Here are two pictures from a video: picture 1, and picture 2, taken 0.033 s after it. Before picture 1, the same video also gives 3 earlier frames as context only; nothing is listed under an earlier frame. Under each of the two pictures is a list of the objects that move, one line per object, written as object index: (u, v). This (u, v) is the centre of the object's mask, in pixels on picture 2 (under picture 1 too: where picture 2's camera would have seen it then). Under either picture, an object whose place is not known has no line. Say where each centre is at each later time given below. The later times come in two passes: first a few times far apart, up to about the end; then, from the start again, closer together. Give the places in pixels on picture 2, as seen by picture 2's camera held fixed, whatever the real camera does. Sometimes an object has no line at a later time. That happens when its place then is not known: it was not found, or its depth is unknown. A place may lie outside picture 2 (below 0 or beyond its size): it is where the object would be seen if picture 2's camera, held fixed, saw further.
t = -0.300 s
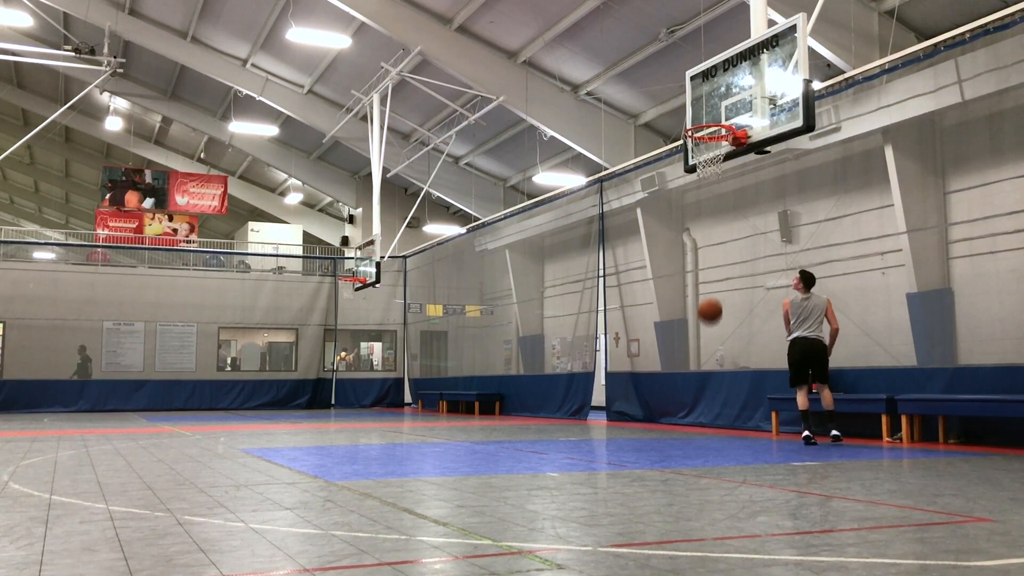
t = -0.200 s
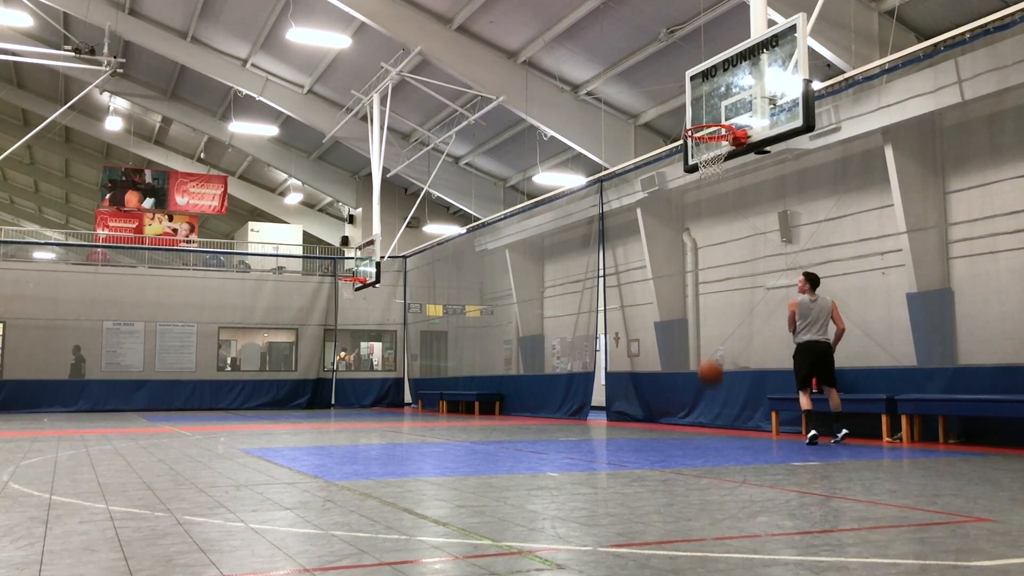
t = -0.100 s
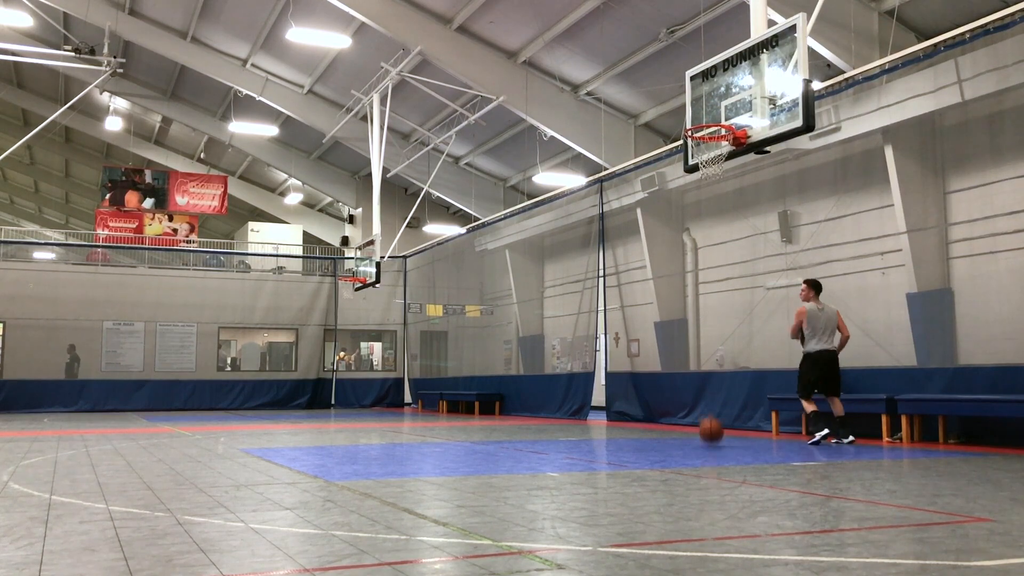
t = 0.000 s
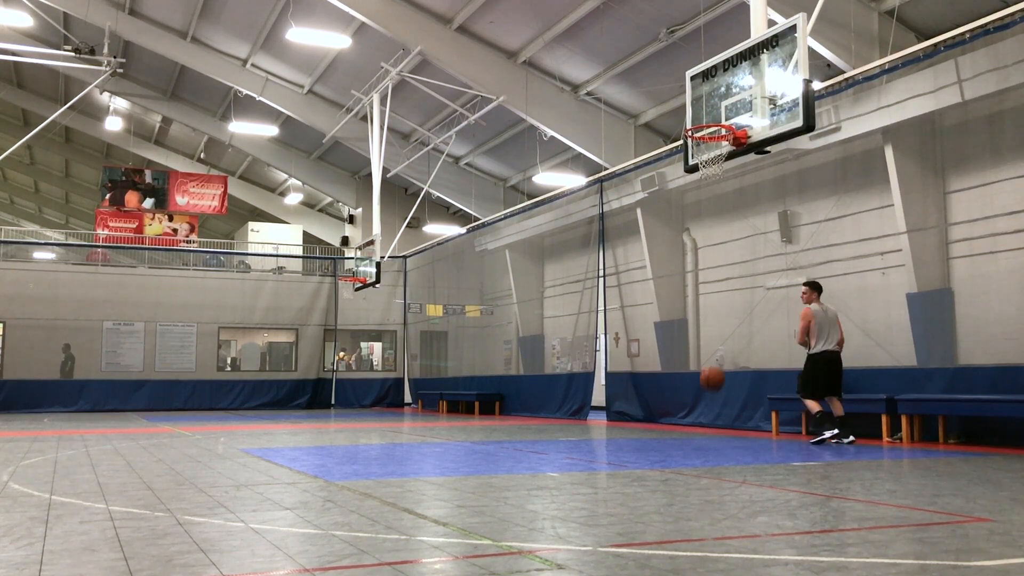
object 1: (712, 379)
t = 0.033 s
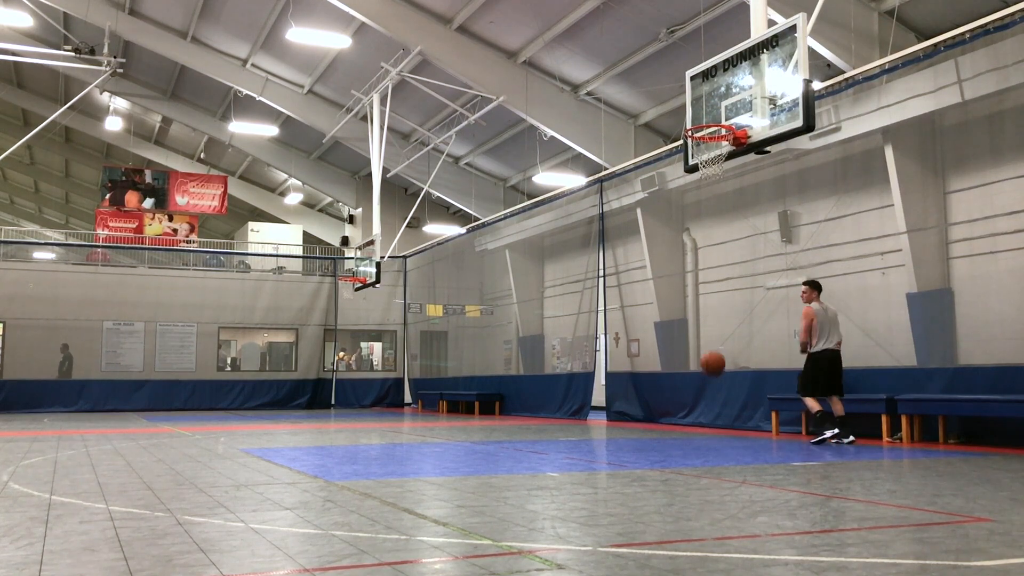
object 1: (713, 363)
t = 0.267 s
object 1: (718, 291)
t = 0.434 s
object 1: (722, 272)
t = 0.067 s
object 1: (713, 349)
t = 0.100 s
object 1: (714, 337)
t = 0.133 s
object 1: (715, 325)
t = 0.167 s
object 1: (715, 315)
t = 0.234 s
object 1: (717, 298)
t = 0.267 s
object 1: (718, 291)
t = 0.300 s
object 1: (718, 285)
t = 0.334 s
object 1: (719, 280)
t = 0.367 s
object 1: (720, 276)
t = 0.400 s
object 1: (721, 273)
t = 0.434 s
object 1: (722, 272)
